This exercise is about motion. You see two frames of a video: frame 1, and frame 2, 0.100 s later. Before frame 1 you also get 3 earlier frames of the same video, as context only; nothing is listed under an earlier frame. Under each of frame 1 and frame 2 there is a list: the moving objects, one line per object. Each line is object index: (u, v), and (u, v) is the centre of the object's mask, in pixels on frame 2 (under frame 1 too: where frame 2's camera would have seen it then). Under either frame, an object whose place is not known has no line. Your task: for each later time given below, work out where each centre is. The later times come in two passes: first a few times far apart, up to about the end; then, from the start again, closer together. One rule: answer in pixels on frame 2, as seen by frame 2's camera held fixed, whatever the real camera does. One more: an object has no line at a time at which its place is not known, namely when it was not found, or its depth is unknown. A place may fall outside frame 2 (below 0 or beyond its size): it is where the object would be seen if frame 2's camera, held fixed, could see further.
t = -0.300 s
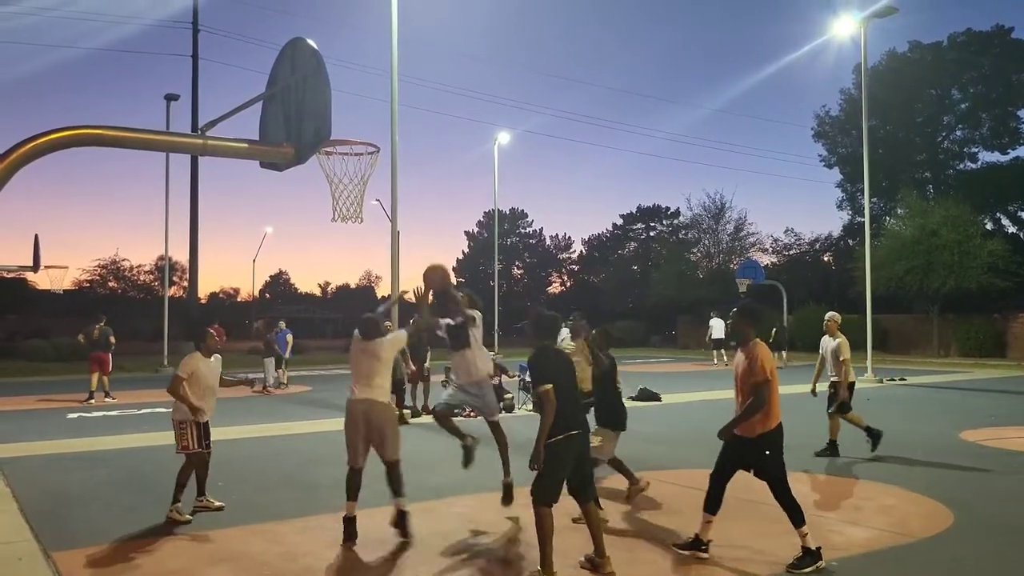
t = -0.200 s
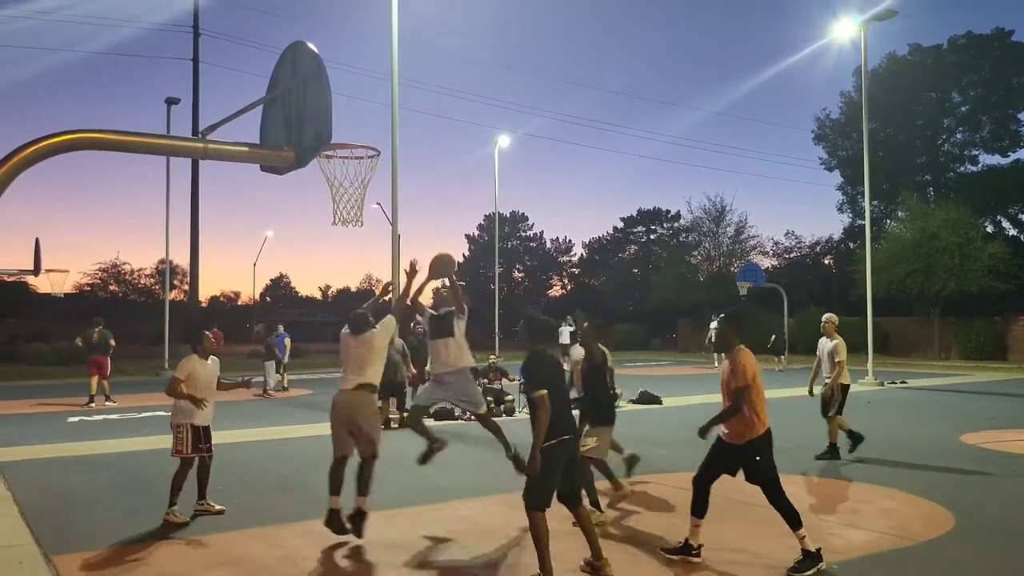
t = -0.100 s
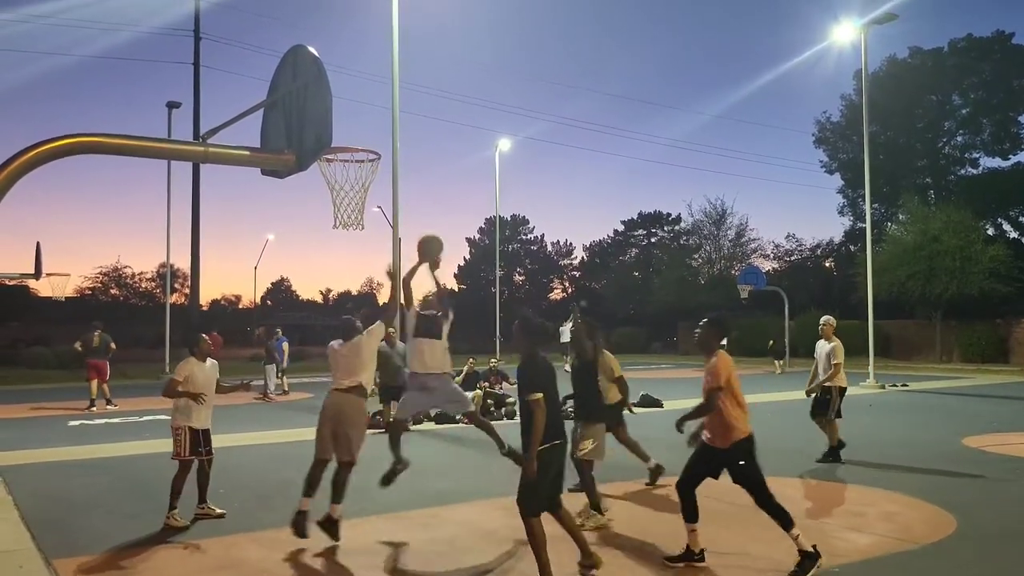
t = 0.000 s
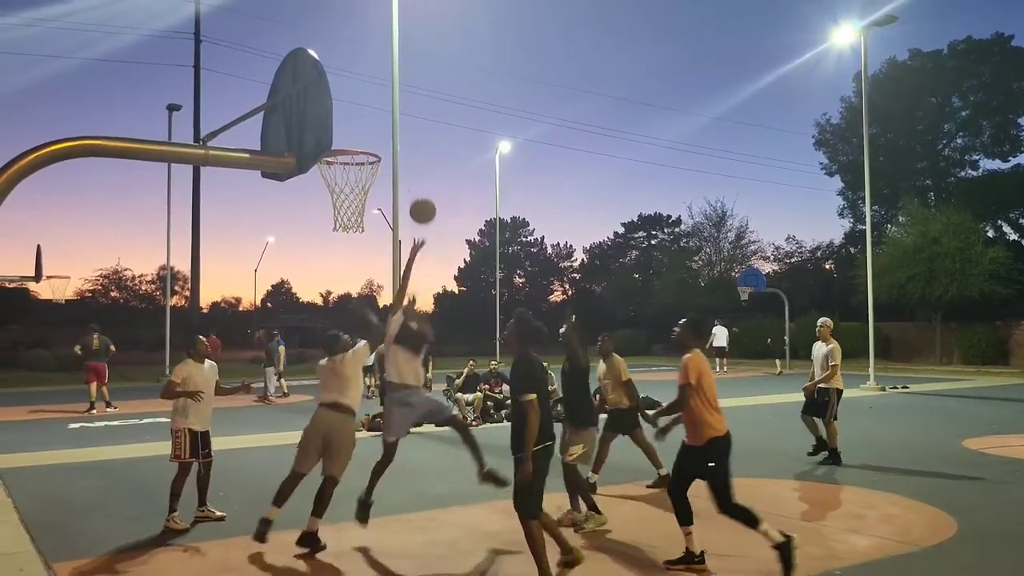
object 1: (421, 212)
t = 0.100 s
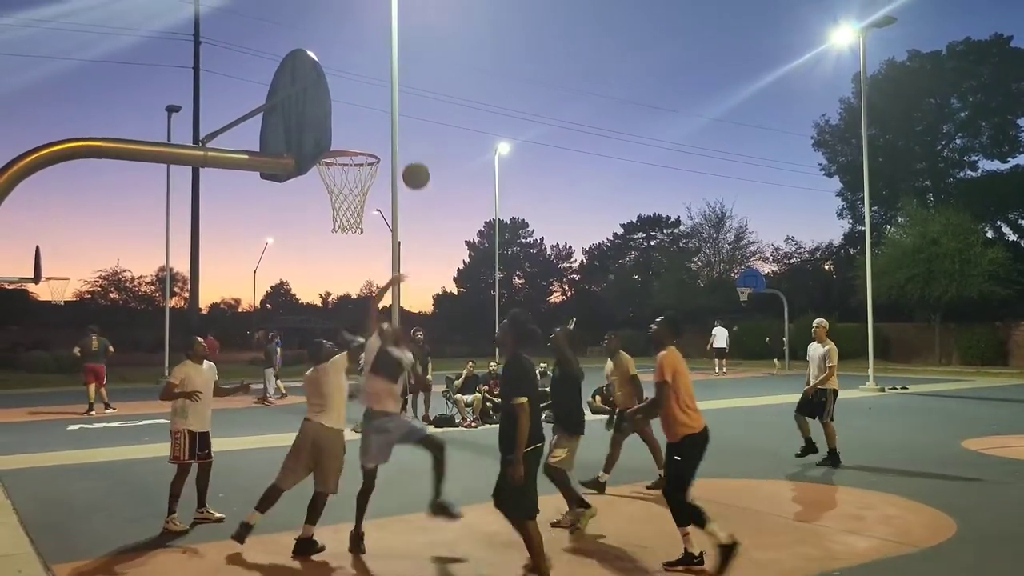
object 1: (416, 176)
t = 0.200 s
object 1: (410, 149)
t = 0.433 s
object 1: (395, 130)
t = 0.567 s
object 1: (386, 149)
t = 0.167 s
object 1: (412, 157)
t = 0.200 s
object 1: (410, 149)
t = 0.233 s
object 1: (408, 143)
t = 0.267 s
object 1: (406, 138)
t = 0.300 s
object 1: (404, 133)
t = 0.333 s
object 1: (401, 131)
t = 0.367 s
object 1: (399, 129)
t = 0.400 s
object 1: (397, 129)
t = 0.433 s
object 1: (395, 130)
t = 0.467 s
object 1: (393, 133)
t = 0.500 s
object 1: (390, 137)
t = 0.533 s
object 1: (388, 142)
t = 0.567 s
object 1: (386, 149)
